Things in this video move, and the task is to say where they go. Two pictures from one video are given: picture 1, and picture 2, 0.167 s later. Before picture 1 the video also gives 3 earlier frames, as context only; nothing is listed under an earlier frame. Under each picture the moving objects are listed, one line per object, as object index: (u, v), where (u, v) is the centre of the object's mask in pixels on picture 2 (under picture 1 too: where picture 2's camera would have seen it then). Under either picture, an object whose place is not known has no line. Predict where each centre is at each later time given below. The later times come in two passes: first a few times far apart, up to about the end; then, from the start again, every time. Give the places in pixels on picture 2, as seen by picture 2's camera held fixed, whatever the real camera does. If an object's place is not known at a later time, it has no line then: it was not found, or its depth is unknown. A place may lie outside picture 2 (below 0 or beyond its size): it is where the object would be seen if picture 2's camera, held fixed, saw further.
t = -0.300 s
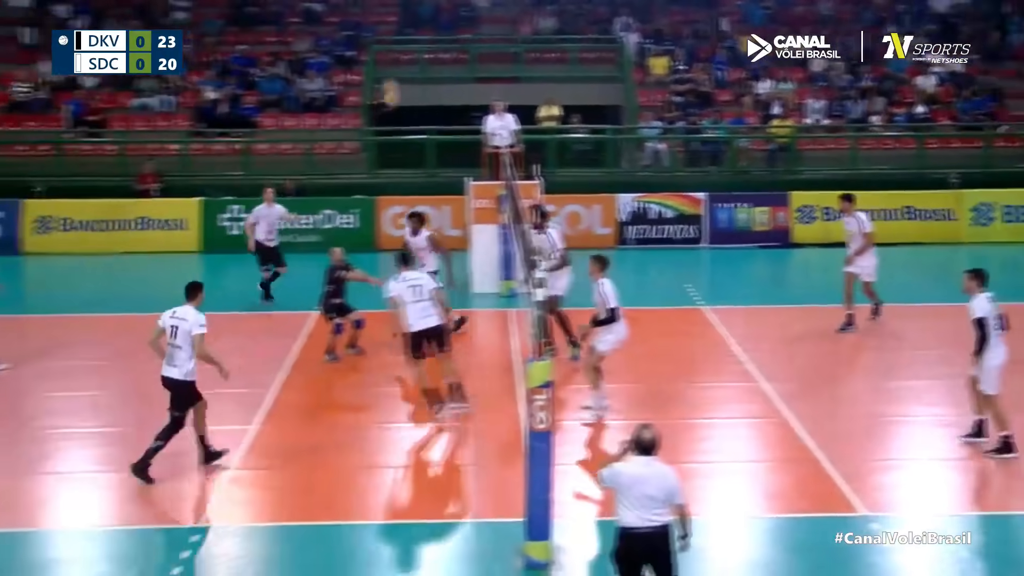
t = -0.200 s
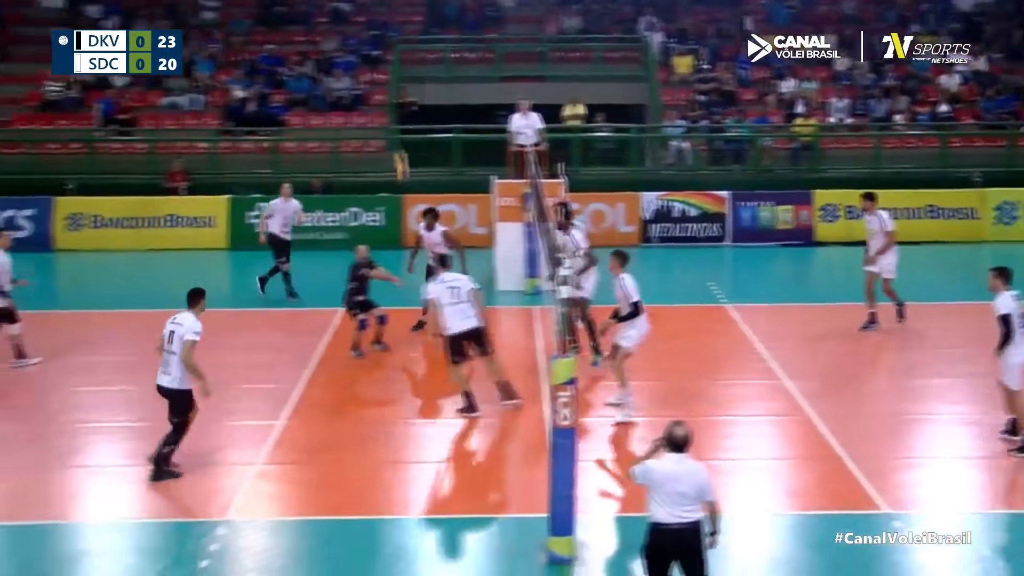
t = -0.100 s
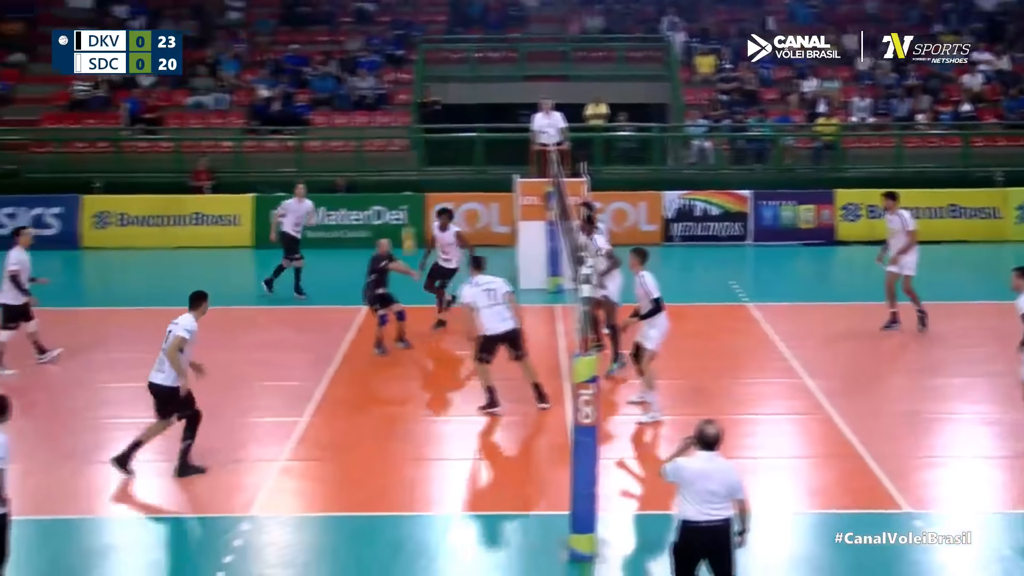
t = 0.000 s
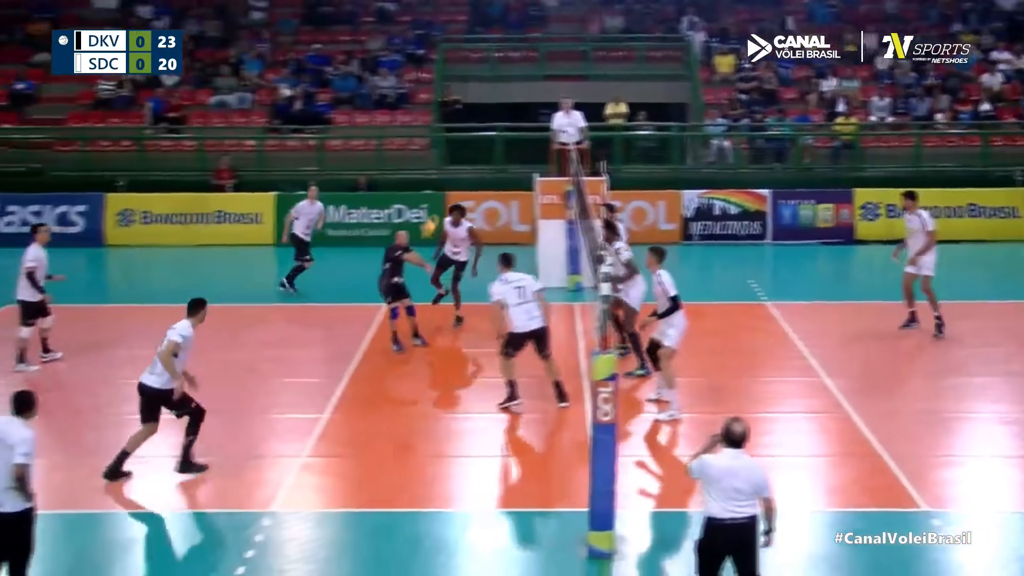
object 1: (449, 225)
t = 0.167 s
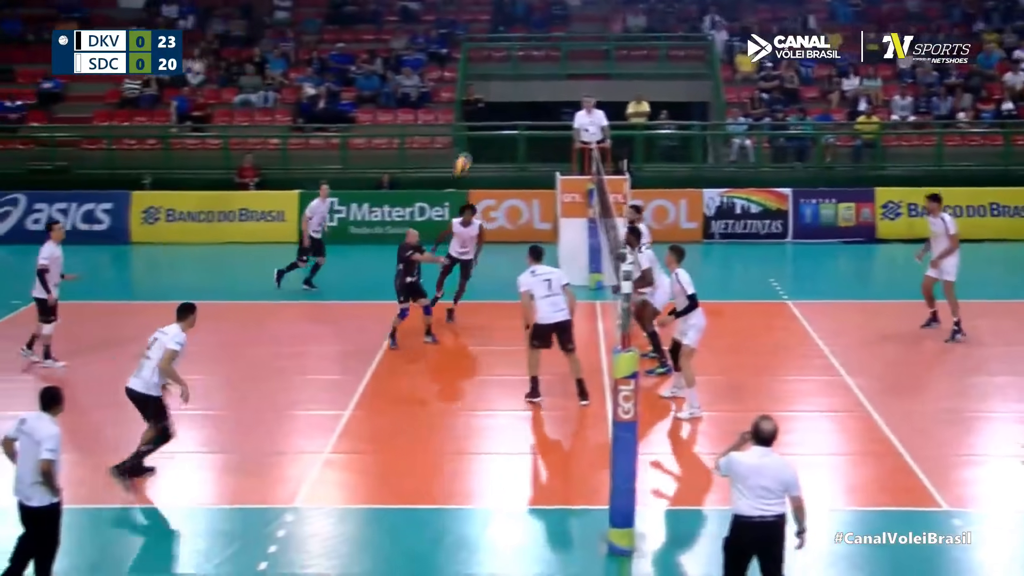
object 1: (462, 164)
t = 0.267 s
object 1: (471, 135)
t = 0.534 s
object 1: (490, 97)
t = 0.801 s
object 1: (509, 114)
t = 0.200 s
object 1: (465, 155)
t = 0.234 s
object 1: (468, 144)
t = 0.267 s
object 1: (471, 135)
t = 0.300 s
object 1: (473, 127)
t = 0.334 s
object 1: (475, 120)
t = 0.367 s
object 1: (478, 115)
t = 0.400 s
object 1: (480, 110)
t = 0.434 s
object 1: (482, 106)
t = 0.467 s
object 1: (485, 102)
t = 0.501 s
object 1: (487, 99)
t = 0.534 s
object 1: (490, 97)
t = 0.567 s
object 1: (492, 96)
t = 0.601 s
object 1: (495, 96)
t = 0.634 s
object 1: (497, 97)
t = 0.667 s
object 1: (499, 98)
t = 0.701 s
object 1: (502, 101)
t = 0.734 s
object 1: (504, 104)
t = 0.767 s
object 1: (507, 108)
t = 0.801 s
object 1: (509, 114)
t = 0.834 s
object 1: (512, 120)
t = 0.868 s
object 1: (515, 127)
